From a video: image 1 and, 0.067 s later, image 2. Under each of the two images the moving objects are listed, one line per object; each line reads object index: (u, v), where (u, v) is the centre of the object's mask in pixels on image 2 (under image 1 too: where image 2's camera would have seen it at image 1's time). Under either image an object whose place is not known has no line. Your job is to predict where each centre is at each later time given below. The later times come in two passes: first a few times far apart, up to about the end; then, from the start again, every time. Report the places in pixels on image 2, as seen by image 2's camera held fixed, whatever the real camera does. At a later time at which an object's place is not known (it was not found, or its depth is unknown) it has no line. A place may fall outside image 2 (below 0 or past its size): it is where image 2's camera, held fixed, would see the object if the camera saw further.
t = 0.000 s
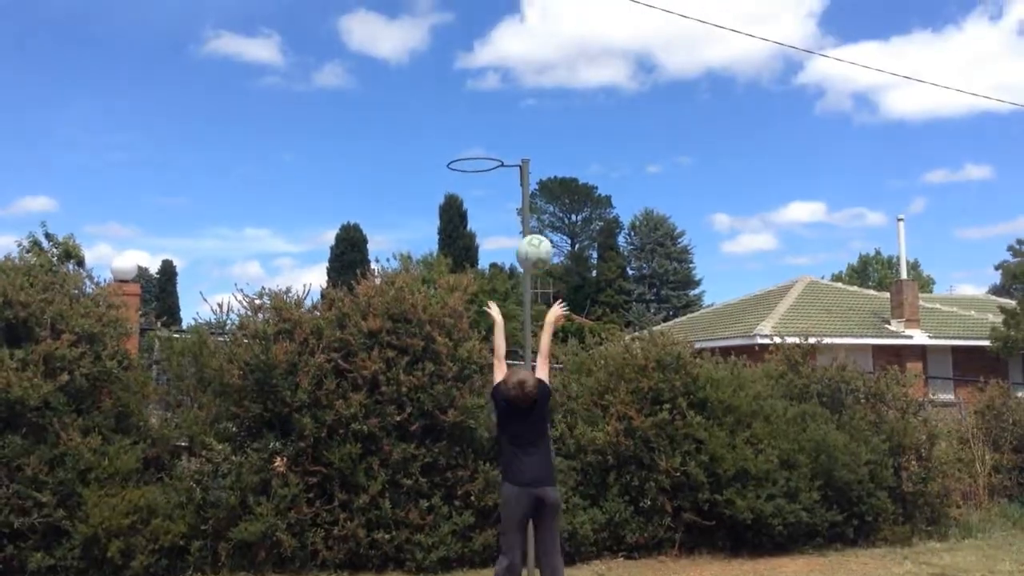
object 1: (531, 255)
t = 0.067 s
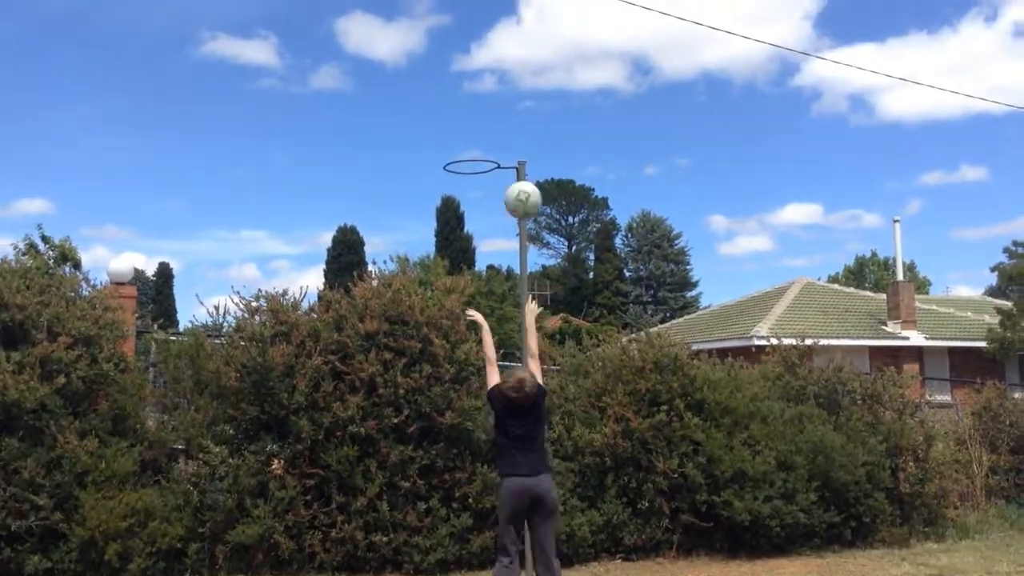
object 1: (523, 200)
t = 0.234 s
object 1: (501, 99)
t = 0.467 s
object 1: (474, 42)
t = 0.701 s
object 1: (446, 70)
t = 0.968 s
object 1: (416, 202)
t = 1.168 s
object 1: (393, 373)
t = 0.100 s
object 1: (519, 175)
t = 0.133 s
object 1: (514, 153)
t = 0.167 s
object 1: (510, 133)
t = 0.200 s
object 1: (506, 115)
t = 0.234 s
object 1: (501, 99)
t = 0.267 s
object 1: (497, 85)
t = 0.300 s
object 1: (493, 74)
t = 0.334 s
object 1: (488, 63)
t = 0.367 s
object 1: (484, 55)
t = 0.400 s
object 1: (481, 48)
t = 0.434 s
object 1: (478, 44)
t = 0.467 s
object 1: (474, 42)
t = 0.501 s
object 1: (470, 41)
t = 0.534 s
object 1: (466, 42)
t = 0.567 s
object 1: (463, 45)
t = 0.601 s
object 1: (458, 49)
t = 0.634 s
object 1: (455, 54)
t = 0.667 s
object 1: (450, 62)
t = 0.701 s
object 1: (446, 70)
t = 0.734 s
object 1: (443, 80)
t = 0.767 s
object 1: (439, 92)
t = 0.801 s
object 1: (435, 106)
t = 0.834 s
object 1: (430, 122)
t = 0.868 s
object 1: (427, 139)
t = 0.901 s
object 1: (424, 159)
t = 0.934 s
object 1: (420, 179)
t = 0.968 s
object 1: (416, 202)
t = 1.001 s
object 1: (412, 227)
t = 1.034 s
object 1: (408, 253)
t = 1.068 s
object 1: (405, 279)
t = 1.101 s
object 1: (401, 310)
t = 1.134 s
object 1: (397, 340)
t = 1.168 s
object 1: (393, 373)
